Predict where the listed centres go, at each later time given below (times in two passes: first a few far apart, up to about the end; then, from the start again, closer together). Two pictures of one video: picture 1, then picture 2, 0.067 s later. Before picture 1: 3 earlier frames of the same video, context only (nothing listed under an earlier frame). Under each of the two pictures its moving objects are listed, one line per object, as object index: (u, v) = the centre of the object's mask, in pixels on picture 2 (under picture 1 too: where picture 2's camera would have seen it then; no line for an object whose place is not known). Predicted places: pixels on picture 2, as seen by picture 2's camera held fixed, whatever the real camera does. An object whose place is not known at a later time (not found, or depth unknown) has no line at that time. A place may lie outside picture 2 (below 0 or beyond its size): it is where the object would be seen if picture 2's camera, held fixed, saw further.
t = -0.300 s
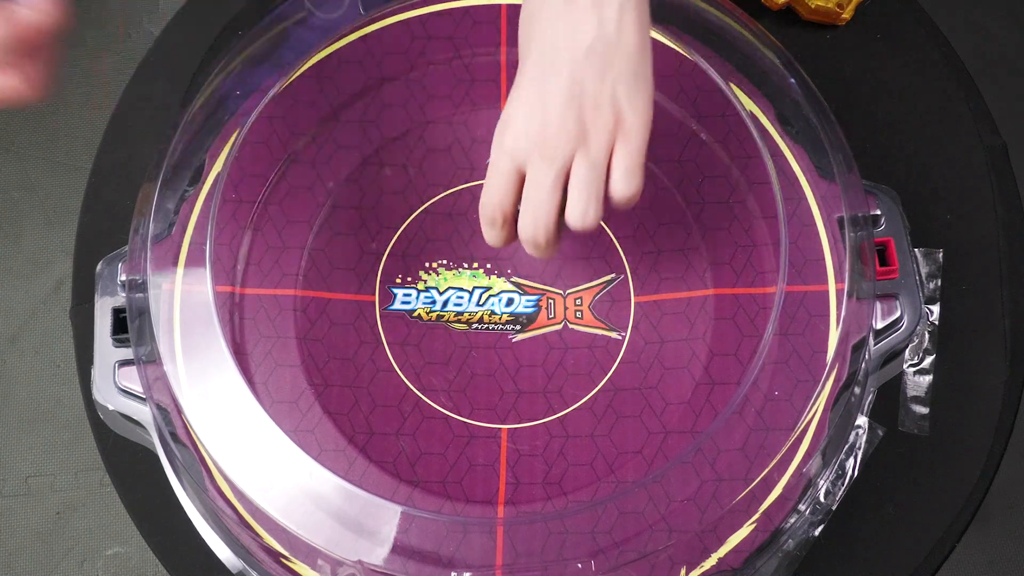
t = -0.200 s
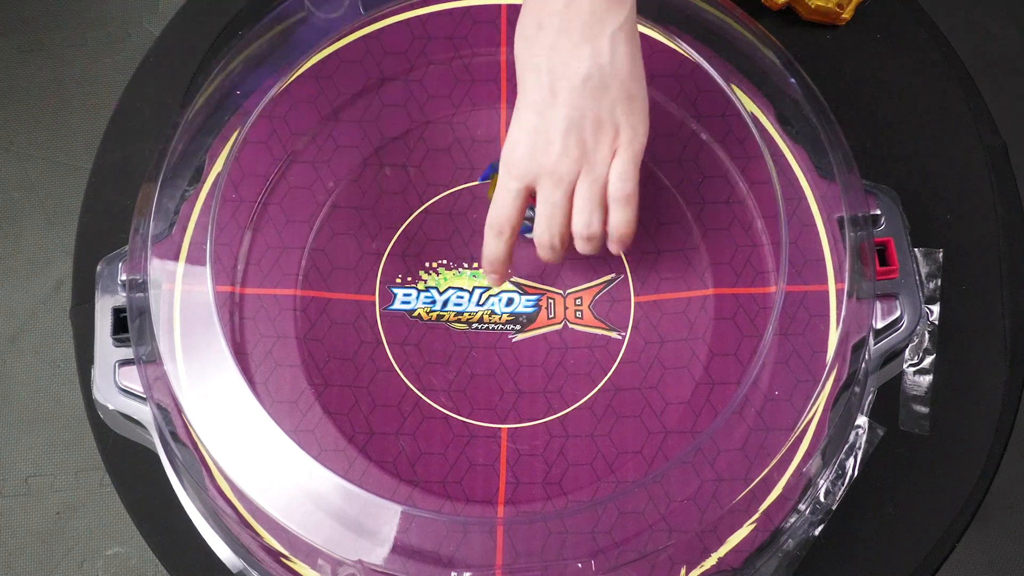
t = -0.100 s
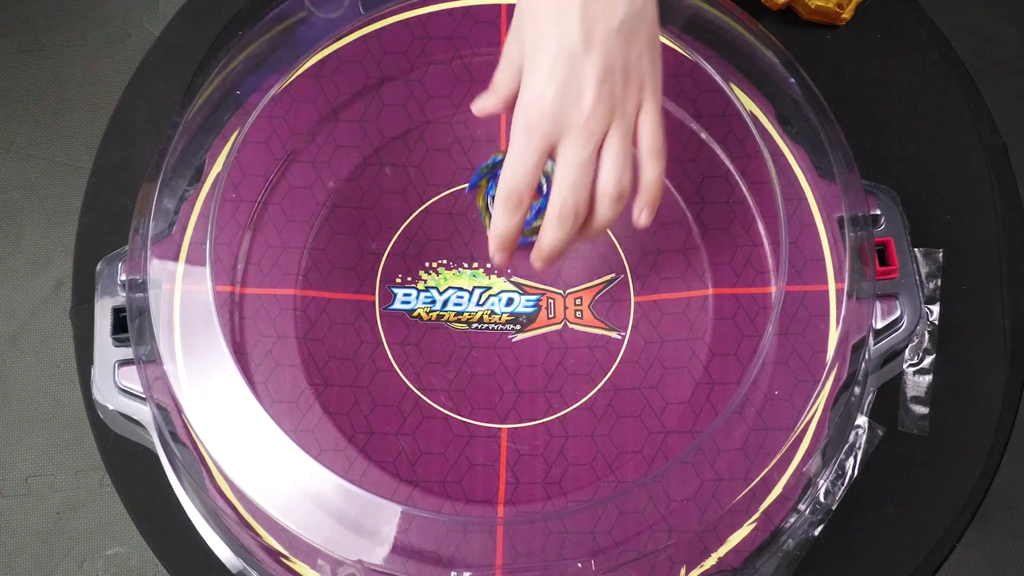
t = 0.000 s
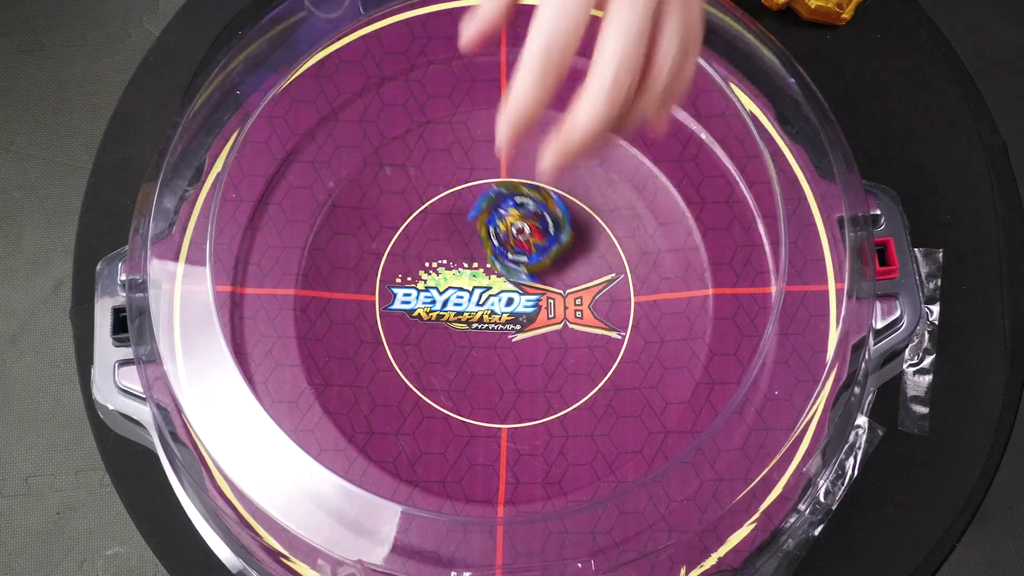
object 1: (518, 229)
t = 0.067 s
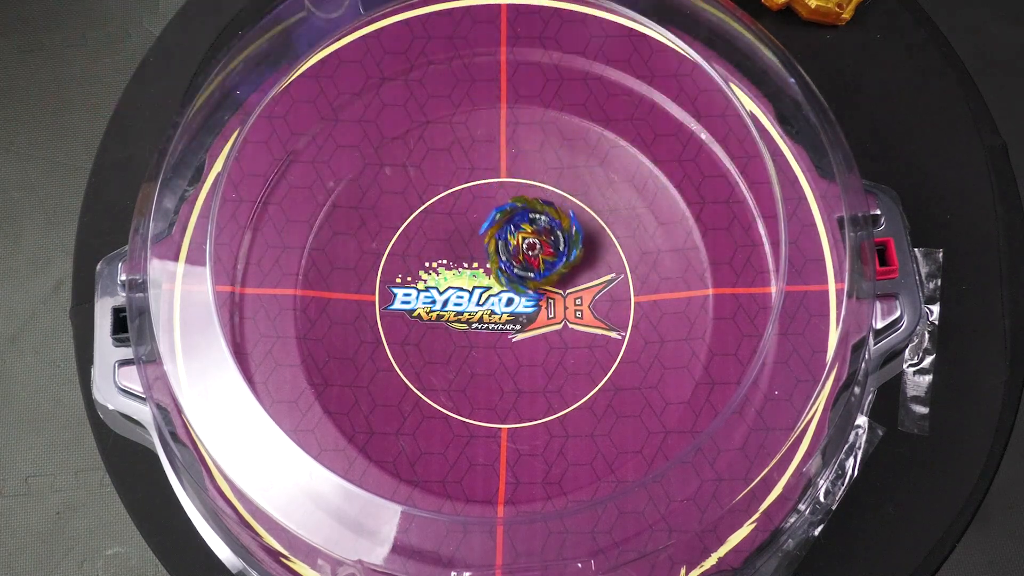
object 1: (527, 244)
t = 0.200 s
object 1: (515, 255)
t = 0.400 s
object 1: (504, 241)
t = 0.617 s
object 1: (520, 259)
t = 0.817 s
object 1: (505, 250)
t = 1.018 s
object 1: (505, 249)
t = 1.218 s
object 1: (516, 259)
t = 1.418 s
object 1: (504, 247)
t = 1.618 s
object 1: (510, 257)
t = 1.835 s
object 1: (508, 255)
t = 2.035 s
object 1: (505, 250)
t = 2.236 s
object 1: (513, 258)
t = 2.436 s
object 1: (504, 250)
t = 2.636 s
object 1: (510, 256)
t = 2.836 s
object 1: (507, 255)
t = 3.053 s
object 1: (506, 254)
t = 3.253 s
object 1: (509, 256)
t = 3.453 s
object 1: (506, 253)
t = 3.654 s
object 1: (510, 256)
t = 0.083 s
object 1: (528, 247)
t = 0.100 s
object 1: (528, 250)
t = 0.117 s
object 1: (527, 252)
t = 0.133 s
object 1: (526, 254)
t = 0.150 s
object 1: (523, 254)
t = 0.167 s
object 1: (521, 255)
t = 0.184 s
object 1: (518, 255)
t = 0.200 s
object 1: (515, 255)
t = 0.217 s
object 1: (511, 253)
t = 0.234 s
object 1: (509, 251)
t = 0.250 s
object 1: (506, 249)
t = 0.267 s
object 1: (505, 247)
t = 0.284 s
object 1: (504, 245)
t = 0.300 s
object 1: (504, 243)
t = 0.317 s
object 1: (504, 241)
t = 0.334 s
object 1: (504, 241)
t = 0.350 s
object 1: (504, 240)
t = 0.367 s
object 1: (504, 240)
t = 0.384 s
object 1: (504, 240)
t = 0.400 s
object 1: (504, 241)
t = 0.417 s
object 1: (504, 242)
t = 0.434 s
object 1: (503, 243)
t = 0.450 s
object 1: (504, 245)
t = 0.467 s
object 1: (504, 247)
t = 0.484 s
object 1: (506, 249)
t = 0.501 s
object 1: (507, 252)
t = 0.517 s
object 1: (509, 254)
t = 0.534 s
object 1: (512, 256)
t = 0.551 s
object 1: (514, 258)
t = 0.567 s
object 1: (516, 258)
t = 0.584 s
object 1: (518, 258)
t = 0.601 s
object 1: (519, 259)
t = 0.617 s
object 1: (520, 259)
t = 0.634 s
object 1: (521, 259)
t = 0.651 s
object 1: (521, 259)
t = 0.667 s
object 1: (520, 259)
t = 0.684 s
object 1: (520, 259)
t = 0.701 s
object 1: (518, 259)
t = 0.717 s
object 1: (517, 258)
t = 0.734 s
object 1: (515, 258)
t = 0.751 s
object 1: (513, 257)
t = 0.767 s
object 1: (511, 255)
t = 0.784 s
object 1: (508, 254)
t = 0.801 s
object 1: (506, 252)
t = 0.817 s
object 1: (505, 250)
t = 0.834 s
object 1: (504, 248)
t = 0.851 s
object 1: (504, 247)
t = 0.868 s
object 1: (504, 246)
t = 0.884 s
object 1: (503, 245)
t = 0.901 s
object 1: (503, 244)
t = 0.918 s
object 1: (503, 244)
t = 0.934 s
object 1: (503, 244)
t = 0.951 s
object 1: (503, 245)
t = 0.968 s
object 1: (503, 245)
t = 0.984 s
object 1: (504, 246)
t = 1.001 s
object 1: (504, 248)
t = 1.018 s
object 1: (505, 249)
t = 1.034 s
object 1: (505, 251)
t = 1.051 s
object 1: (507, 253)
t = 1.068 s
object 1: (508, 254)
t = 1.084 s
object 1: (510, 256)
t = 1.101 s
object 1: (512, 257)
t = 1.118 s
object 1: (514, 258)
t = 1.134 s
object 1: (515, 258)
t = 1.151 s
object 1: (516, 259)
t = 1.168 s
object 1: (517, 259)
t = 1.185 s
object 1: (517, 259)
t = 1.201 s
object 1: (517, 259)
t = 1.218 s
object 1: (516, 259)
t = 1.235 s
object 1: (516, 259)
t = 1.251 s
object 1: (515, 258)
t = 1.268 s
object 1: (513, 258)
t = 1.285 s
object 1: (512, 257)
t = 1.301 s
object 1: (510, 256)
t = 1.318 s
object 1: (509, 255)
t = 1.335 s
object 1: (507, 253)
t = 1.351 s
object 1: (506, 252)
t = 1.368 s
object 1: (505, 250)
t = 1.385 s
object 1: (504, 249)
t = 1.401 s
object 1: (504, 248)
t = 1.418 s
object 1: (504, 247)
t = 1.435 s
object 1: (504, 247)
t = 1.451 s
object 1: (504, 247)
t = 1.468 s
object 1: (504, 247)
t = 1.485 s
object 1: (504, 247)
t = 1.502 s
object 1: (504, 248)
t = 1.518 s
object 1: (504, 249)
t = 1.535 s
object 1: (504, 250)
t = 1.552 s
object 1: (505, 251)
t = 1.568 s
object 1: (506, 253)
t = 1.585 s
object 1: (507, 254)
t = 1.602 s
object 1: (509, 255)
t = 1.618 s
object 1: (510, 257)
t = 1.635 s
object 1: (512, 258)
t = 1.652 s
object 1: (513, 258)
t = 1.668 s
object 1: (514, 258)
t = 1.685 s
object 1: (514, 258)
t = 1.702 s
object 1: (515, 258)
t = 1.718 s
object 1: (515, 259)
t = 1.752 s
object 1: (514, 259)
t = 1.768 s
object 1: (513, 258)
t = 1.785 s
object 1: (512, 258)
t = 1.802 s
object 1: (511, 257)
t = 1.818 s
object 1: (510, 256)
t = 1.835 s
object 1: (508, 255)
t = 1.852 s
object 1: (507, 254)
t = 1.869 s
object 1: (506, 252)
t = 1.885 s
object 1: (505, 251)
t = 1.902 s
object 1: (505, 250)
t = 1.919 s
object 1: (504, 249)
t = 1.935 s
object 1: (504, 249)
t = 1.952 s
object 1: (504, 248)
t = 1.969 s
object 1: (503, 248)
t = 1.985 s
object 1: (503, 248)
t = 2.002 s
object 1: (504, 249)
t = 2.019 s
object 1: (504, 249)
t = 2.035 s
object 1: (505, 250)
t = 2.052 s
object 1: (505, 251)
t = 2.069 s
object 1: (506, 252)
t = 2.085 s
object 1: (507, 254)
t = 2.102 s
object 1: (508, 255)
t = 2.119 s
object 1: (509, 256)
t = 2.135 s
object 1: (510, 257)
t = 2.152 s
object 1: (511, 257)
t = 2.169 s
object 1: (512, 258)
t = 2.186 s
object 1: (513, 258)
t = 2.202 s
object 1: (513, 258)
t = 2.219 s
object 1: (514, 258)
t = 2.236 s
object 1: (513, 258)
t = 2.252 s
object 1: (513, 258)
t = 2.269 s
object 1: (512, 258)
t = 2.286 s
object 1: (512, 258)
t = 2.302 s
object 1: (511, 257)
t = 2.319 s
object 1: (509, 256)
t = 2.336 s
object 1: (508, 255)
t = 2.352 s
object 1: (507, 254)
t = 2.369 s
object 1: (506, 253)
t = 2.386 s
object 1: (505, 252)
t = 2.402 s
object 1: (505, 251)
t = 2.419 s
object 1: (505, 251)
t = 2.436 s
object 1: (504, 250)
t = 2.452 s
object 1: (504, 250)
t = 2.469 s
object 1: (504, 250)
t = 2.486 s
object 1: (504, 250)
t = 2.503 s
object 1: (504, 250)
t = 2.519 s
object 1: (505, 251)
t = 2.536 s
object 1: (505, 251)
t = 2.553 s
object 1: (505, 252)
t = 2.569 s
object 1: (506, 253)
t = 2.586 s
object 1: (507, 254)
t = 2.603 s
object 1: (508, 255)
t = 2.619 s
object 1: (509, 255)
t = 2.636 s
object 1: (510, 256)
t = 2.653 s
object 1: (511, 257)
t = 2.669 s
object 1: (511, 258)
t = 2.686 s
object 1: (512, 258)
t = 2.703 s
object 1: (512, 258)
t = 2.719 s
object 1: (512, 258)
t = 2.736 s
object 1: (512, 258)
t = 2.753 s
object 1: (511, 257)
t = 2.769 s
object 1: (511, 257)
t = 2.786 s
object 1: (510, 257)
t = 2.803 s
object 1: (509, 256)
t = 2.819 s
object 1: (508, 255)
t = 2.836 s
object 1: (507, 255)
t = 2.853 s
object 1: (507, 254)
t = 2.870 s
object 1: (506, 253)
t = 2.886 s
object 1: (506, 253)
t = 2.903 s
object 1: (505, 252)
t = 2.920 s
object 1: (505, 252)
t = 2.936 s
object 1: (505, 252)
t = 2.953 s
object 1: (505, 251)
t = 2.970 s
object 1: (505, 252)
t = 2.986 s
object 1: (505, 252)
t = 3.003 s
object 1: (505, 252)
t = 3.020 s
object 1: (505, 252)
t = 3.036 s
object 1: (506, 253)
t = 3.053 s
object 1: (506, 254)
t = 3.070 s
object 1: (507, 254)
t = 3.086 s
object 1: (507, 255)
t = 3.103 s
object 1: (508, 255)
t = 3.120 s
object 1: (509, 256)
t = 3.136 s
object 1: (510, 256)
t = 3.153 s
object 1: (510, 257)
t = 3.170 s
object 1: (510, 257)
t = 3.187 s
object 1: (510, 257)
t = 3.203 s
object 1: (510, 257)
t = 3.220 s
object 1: (510, 257)
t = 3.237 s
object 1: (510, 256)
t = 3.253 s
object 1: (509, 256)
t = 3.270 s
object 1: (509, 256)
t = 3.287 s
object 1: (508, 255)
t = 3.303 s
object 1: (507, 255)
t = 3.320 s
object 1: (507, 254)
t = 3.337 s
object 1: (506, 254)
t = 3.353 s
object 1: (506, 253)
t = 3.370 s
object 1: (506, 253)
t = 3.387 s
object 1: (505, 252)
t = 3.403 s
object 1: (505, 252)
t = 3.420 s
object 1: (505, 252)
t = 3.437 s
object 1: (506, 252)
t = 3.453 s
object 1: (506, 253)
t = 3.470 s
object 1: (506, 253)
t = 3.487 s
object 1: (506, 253)
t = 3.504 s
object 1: (506, 253)
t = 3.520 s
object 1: (507, 254)
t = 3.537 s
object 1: (507, 254)
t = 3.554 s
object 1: (507, 255)
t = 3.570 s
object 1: (508, 255)
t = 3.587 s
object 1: (509, 256)
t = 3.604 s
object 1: (509, 256)
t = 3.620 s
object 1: (510, 256)
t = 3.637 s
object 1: (510, 256)
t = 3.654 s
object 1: (510, 256)
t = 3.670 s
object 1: (510, 256)
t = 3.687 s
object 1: (510, 256)
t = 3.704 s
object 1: (510, 256)
